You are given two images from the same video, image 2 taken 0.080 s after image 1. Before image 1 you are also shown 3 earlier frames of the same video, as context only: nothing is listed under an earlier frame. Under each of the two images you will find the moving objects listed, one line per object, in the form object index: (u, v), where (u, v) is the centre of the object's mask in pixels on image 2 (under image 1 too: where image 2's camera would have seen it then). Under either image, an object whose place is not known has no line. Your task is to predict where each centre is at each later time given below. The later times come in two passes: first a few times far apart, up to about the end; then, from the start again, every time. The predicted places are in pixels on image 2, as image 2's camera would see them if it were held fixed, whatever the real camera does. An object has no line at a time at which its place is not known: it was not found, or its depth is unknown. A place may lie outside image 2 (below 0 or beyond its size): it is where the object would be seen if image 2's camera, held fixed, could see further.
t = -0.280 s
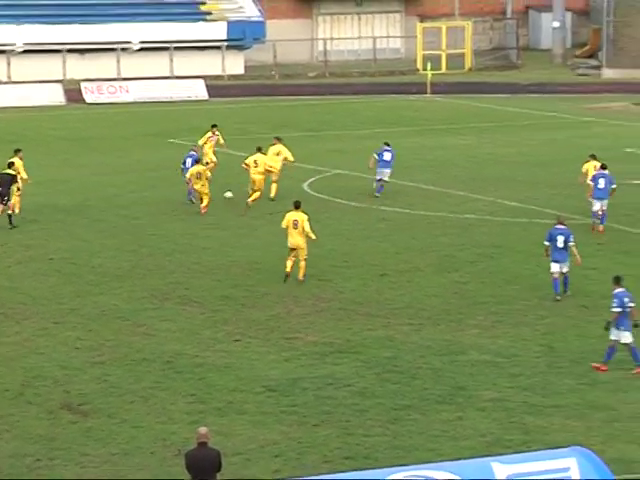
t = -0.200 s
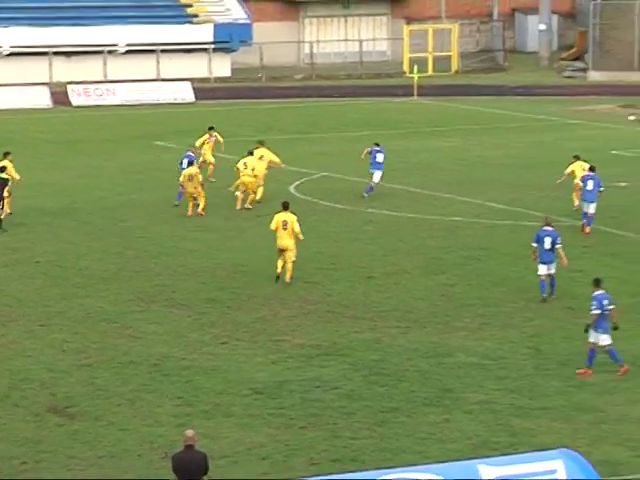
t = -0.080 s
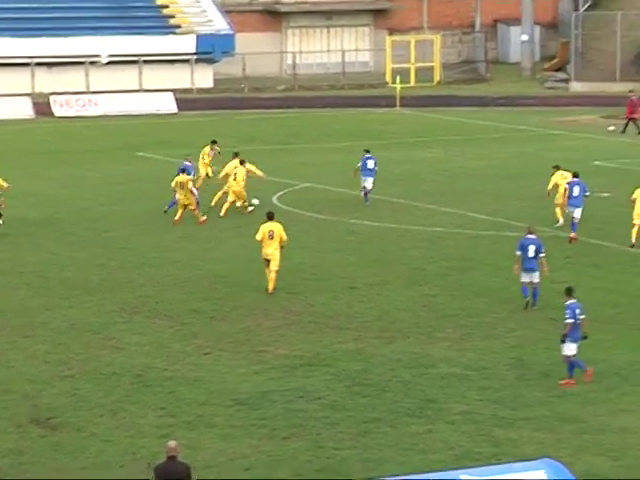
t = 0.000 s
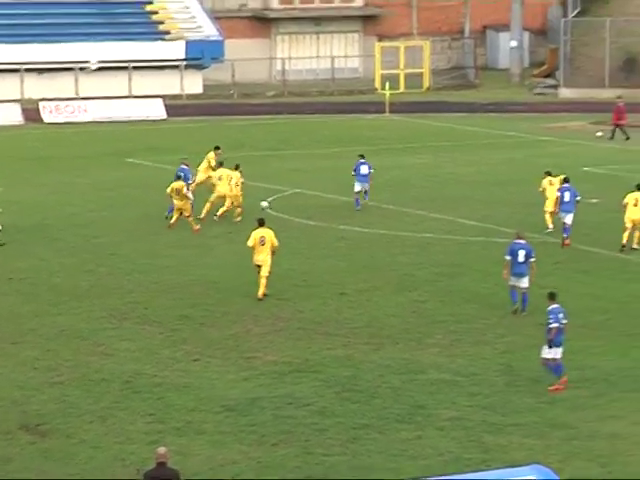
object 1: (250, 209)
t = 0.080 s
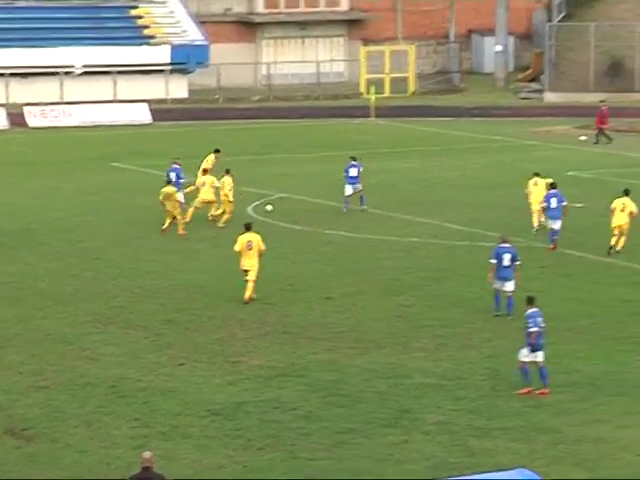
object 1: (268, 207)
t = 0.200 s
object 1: (294, 204)
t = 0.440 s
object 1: (336, 198)
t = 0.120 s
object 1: (277, 206)
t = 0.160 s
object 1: (286, 205)
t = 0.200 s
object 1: (294, 204)
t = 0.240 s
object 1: (302, 203)
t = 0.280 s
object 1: (309, 202)
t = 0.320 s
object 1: (316, 201)
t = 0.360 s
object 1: (323, 201)
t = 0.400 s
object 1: (329, 199)
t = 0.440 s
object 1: (336, 198)
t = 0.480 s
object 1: (343, 198)
